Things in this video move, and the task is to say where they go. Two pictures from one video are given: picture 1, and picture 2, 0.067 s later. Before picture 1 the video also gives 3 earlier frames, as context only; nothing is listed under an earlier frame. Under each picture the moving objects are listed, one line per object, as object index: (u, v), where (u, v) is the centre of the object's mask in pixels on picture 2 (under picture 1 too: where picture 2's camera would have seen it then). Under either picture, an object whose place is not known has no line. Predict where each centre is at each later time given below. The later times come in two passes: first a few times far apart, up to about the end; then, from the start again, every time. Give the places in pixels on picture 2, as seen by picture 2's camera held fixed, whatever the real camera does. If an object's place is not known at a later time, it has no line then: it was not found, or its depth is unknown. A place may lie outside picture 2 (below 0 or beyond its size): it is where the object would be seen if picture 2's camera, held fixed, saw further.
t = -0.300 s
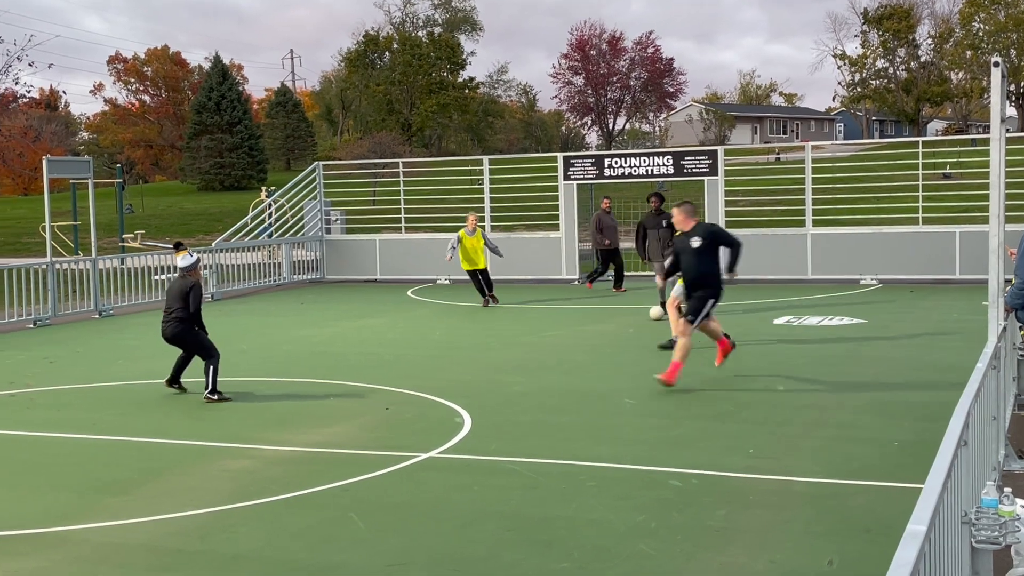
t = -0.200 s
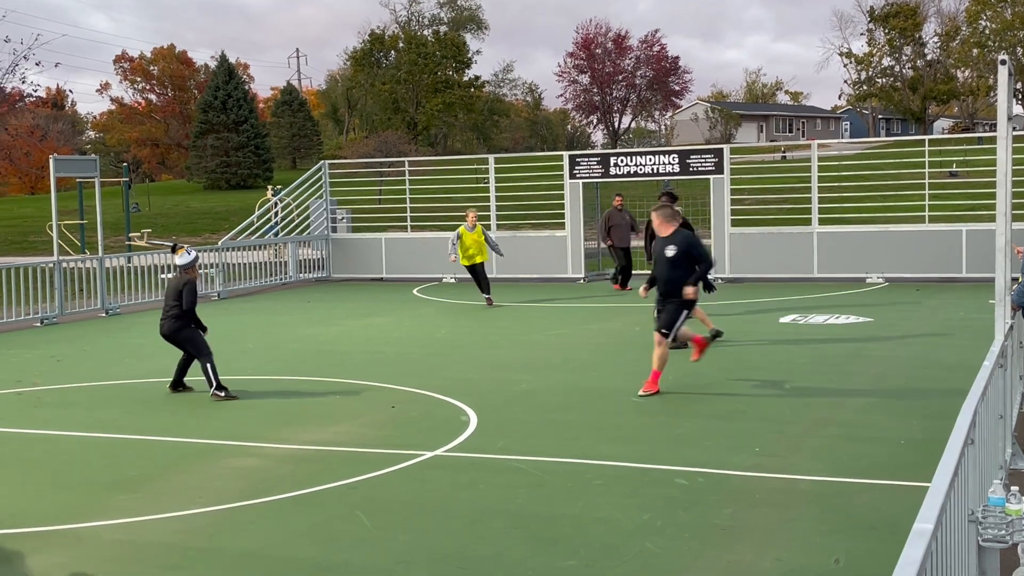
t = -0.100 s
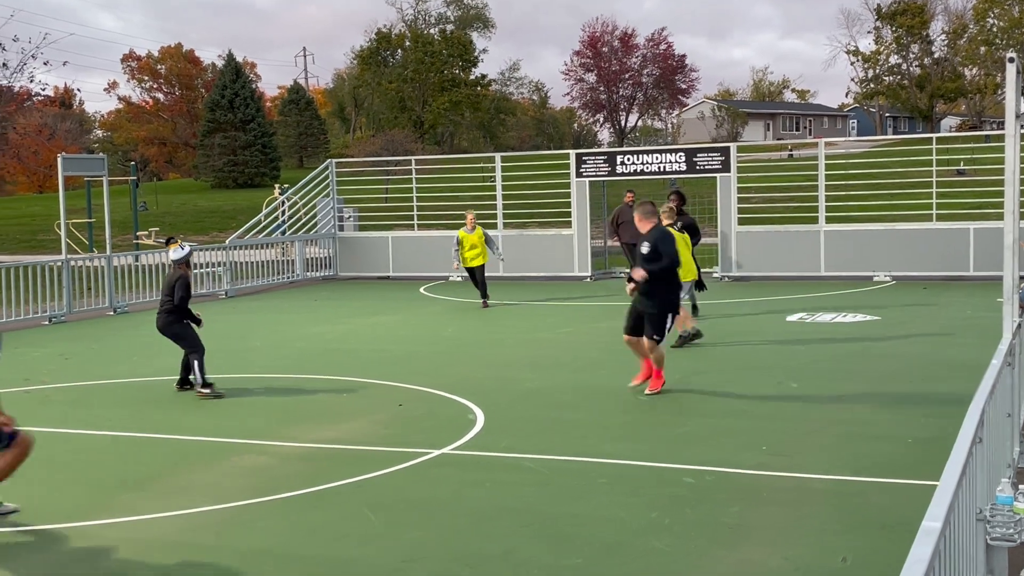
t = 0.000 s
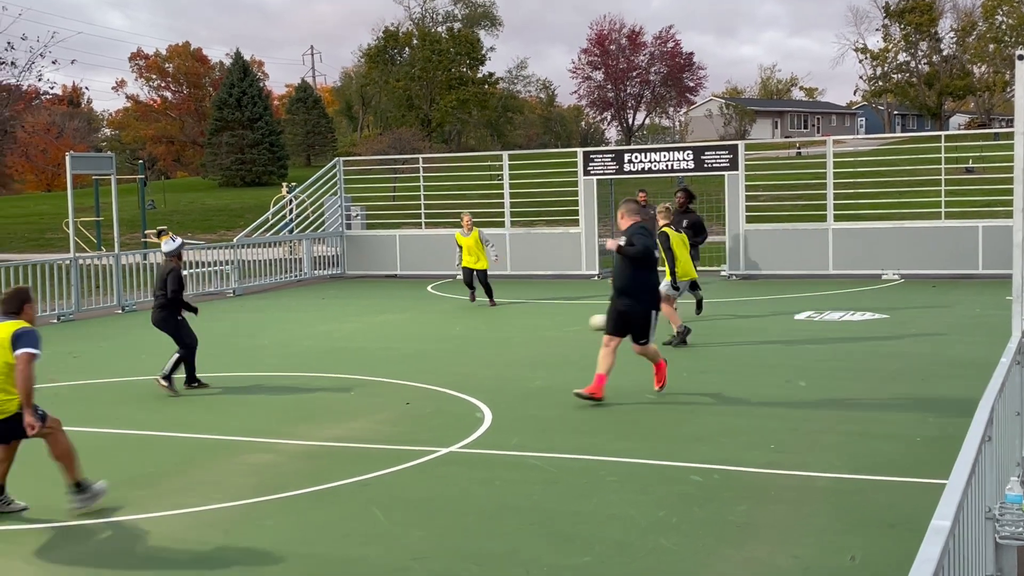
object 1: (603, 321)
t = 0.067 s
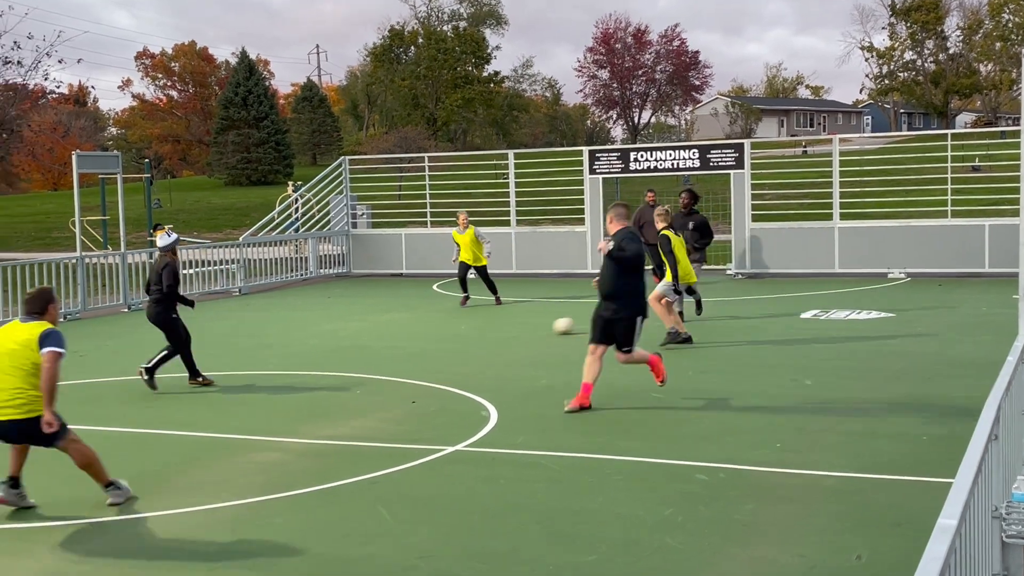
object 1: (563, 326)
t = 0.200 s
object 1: (479, 337)
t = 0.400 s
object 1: (351, 354)
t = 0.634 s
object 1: (205, 372)
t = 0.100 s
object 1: (542, 328)
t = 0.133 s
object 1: (521, 331)
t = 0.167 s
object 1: (500, 334)
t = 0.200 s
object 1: (479, 337)
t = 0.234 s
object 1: (457, 340)
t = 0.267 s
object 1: (437, 343)
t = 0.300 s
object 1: (416, 346)
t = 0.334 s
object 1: (394, 348)
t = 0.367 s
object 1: (373, 351)
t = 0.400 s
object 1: (351, 354)
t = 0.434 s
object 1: (330, 357)
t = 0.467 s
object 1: (308, 360)
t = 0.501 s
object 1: (288, 362)
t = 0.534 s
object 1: (267, 364)
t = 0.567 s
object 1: (244, 369)
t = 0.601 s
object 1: (224, 371)
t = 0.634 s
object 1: (205, 372)
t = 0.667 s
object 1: (183, 376)
